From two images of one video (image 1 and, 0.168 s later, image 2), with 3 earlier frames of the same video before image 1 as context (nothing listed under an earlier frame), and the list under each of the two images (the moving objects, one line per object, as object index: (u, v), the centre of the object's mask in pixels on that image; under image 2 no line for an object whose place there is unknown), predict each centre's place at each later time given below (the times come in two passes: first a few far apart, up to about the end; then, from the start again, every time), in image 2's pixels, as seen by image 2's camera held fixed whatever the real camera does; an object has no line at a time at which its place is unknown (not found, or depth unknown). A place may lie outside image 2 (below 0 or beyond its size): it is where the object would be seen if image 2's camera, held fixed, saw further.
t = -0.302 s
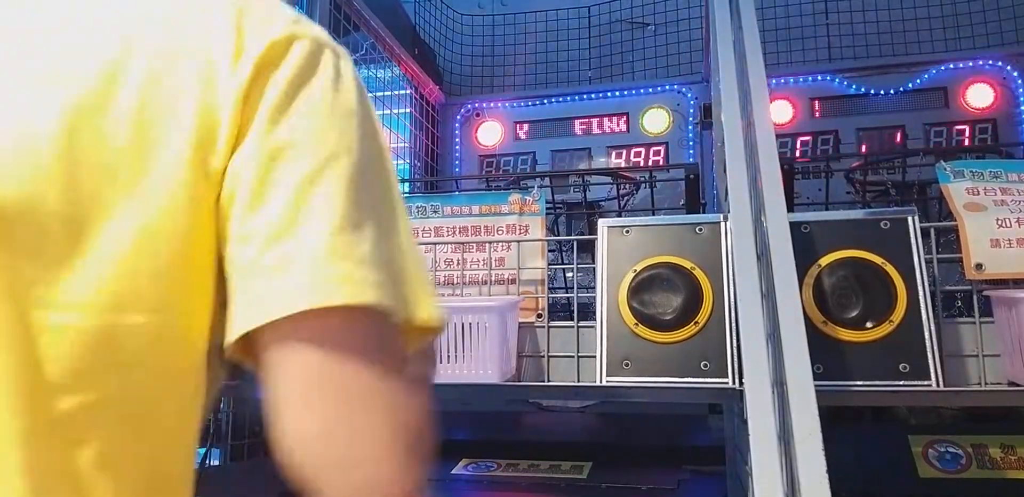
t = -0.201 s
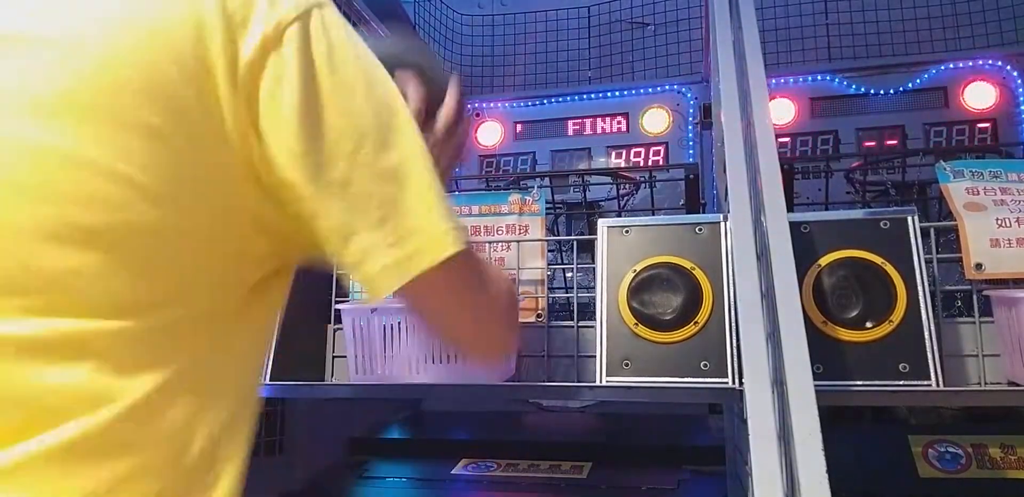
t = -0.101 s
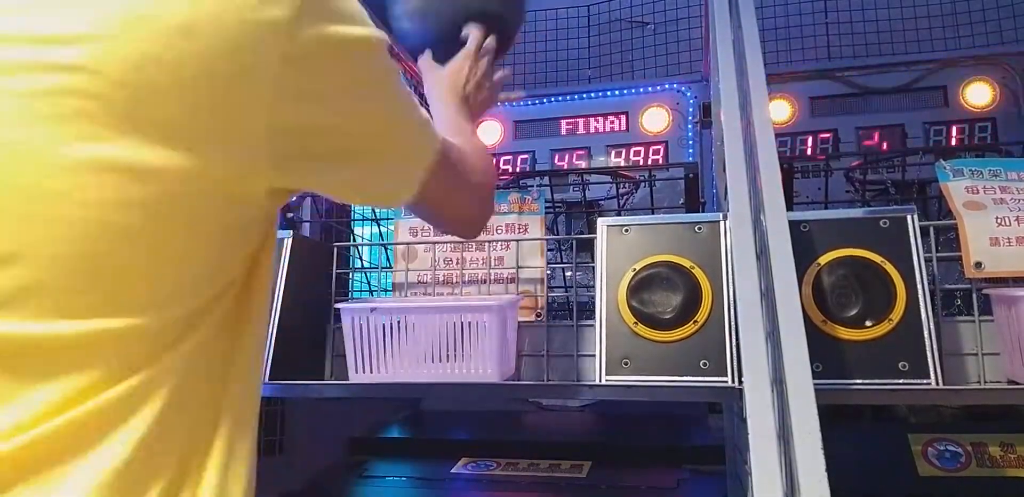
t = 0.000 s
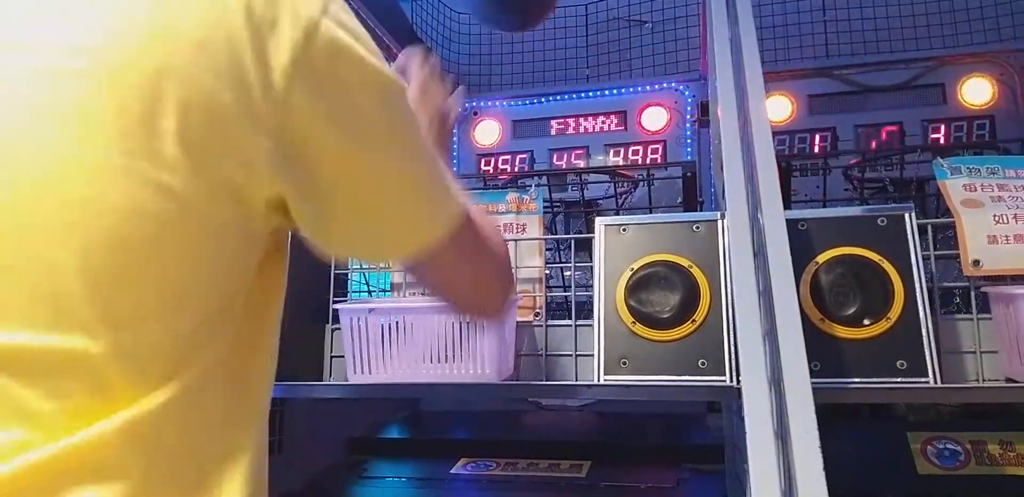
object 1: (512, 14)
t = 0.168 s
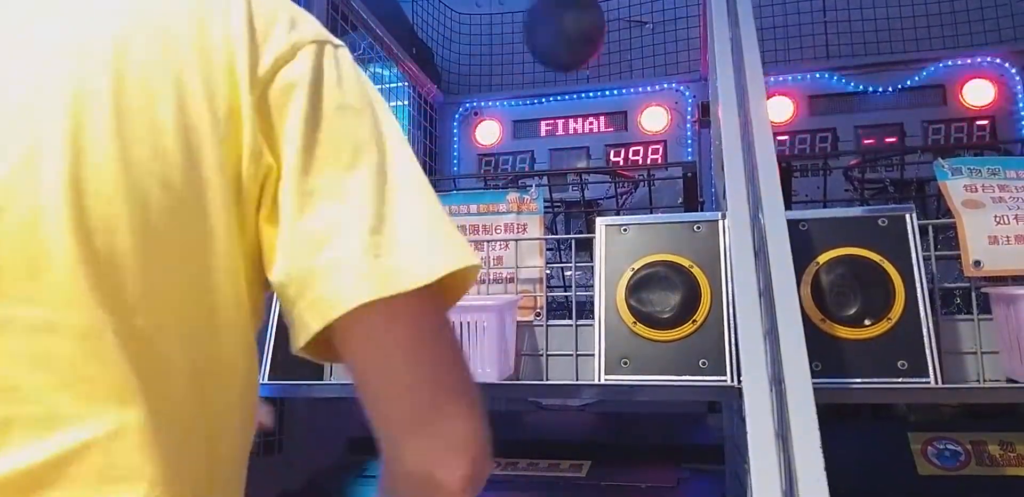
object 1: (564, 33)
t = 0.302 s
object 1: (594, 121)
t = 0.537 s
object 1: (601, 132)
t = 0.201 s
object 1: (573, 48)
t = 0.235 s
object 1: (580, 69)
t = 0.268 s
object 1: (587, 94)
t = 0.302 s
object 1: (594, 121)
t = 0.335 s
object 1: (599, 142)
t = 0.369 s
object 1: (602, 154)
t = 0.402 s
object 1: (603, 151)
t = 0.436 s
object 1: (602, 146)
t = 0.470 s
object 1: (602, 140)
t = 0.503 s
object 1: (602, 135)
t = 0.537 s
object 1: (601, 132)
